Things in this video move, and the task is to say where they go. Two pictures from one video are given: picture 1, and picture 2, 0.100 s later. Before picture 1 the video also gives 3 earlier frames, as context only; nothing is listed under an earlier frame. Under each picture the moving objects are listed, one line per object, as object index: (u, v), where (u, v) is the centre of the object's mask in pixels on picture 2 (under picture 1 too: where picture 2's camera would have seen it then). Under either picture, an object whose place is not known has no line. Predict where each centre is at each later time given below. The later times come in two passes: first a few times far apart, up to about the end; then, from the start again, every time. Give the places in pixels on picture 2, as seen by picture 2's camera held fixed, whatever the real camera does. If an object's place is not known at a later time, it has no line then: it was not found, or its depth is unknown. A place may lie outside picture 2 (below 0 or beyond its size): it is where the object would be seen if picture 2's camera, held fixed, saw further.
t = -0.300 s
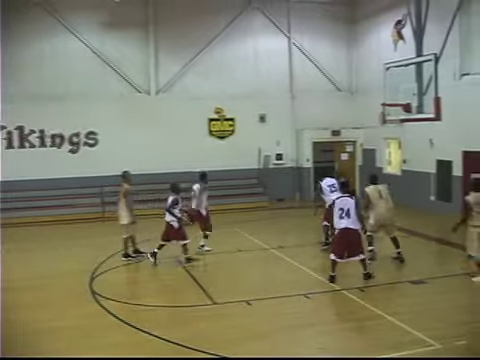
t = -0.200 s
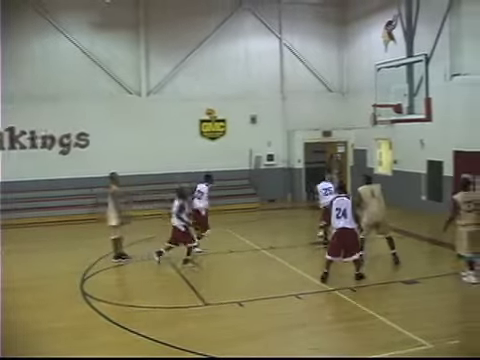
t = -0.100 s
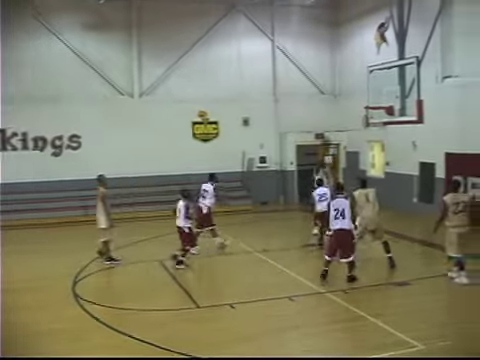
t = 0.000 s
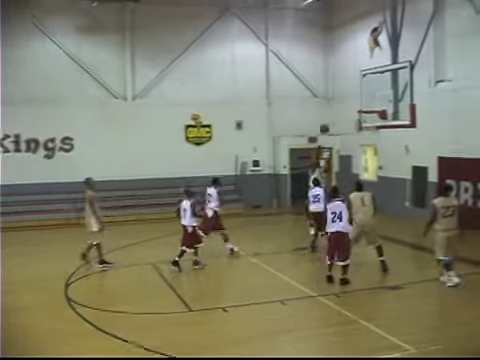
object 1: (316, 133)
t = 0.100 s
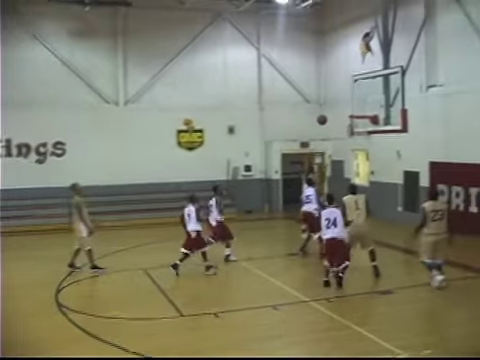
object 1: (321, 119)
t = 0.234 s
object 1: (330, 107)
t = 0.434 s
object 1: (343, 101)
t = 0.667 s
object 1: (362, 121)
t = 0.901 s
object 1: (363, 130)
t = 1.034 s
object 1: (364, 143)
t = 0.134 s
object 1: (323, 116)
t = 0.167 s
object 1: (325, 113)
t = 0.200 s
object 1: (327, 110)
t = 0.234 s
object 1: (330, 107)
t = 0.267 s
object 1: (332, 105)
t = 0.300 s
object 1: (334, 103)
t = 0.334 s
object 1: (336, 102)
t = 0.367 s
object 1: (338, 101)
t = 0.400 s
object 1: (341, 101)
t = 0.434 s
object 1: (343, 101)
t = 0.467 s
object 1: (345, 102)
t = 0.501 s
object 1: (348, 104)
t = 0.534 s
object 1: (351, 106)
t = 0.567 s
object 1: (353, 109)
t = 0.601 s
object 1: (355, 112)
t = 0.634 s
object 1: (359, 115)
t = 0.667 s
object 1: (362, 121)
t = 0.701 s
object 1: (363, 123)
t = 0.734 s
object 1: (364, 123)
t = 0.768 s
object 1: (364, 124)
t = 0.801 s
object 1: (364, 124)
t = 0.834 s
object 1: (364, 125)
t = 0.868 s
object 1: (364, 128)
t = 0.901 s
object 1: (363, 130)
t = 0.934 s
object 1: (363, 131)
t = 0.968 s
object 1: (364, 135)
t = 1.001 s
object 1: (364, 137)
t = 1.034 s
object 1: (364, 143)
